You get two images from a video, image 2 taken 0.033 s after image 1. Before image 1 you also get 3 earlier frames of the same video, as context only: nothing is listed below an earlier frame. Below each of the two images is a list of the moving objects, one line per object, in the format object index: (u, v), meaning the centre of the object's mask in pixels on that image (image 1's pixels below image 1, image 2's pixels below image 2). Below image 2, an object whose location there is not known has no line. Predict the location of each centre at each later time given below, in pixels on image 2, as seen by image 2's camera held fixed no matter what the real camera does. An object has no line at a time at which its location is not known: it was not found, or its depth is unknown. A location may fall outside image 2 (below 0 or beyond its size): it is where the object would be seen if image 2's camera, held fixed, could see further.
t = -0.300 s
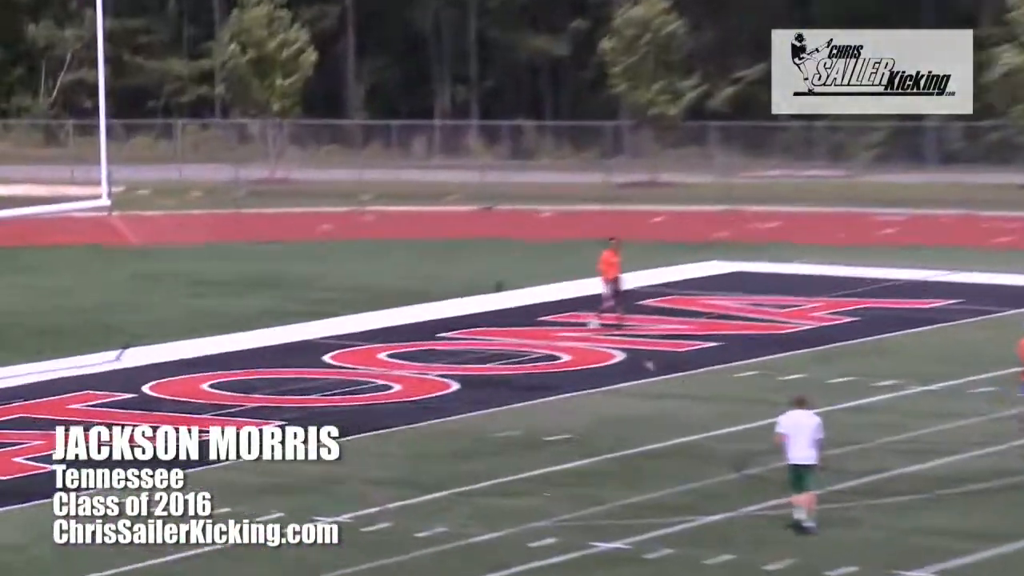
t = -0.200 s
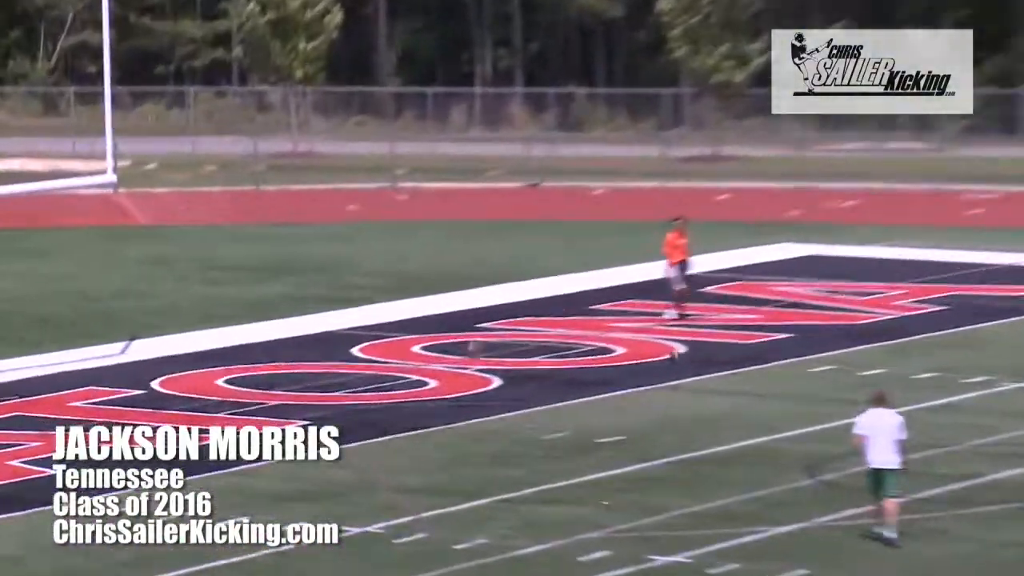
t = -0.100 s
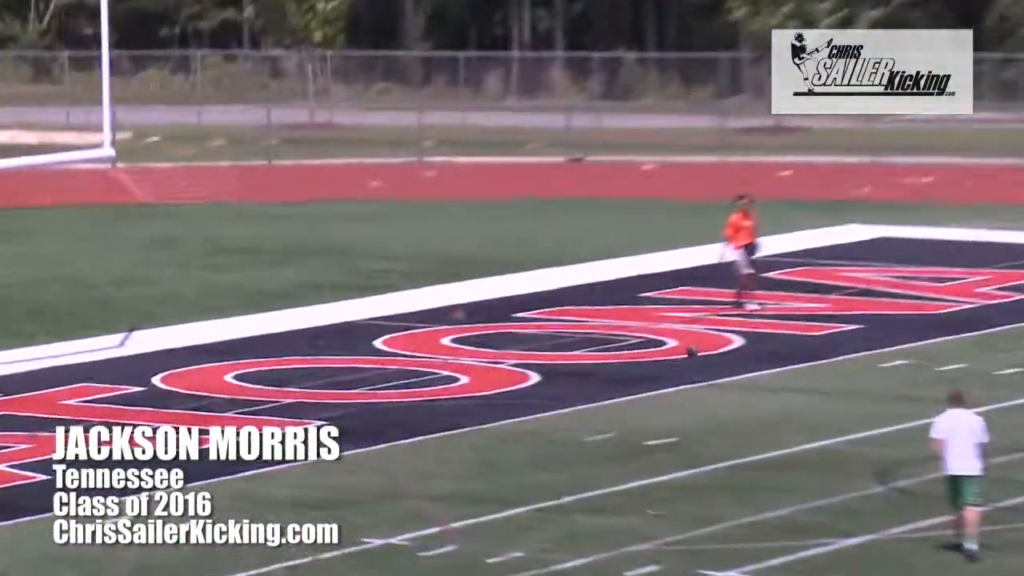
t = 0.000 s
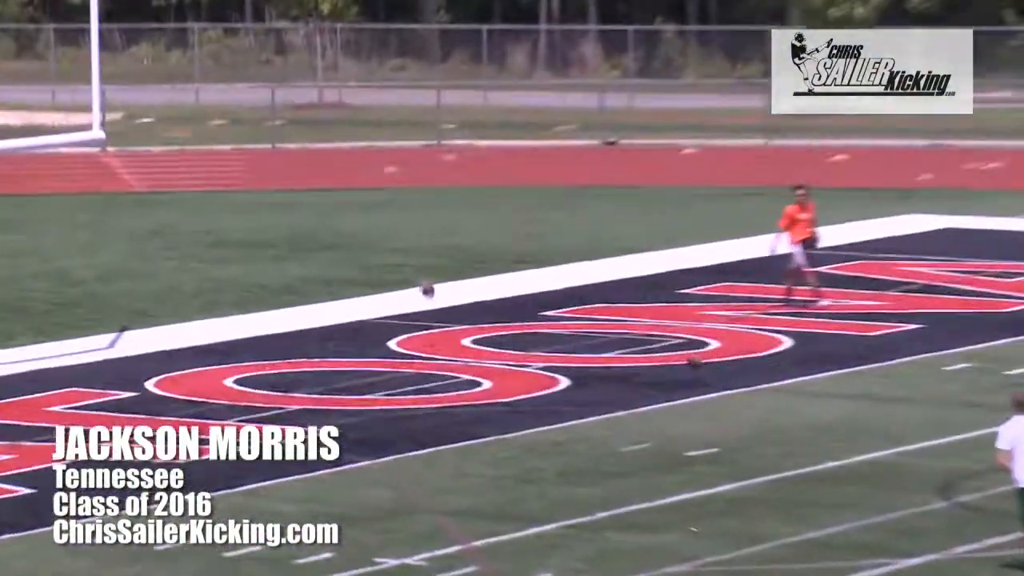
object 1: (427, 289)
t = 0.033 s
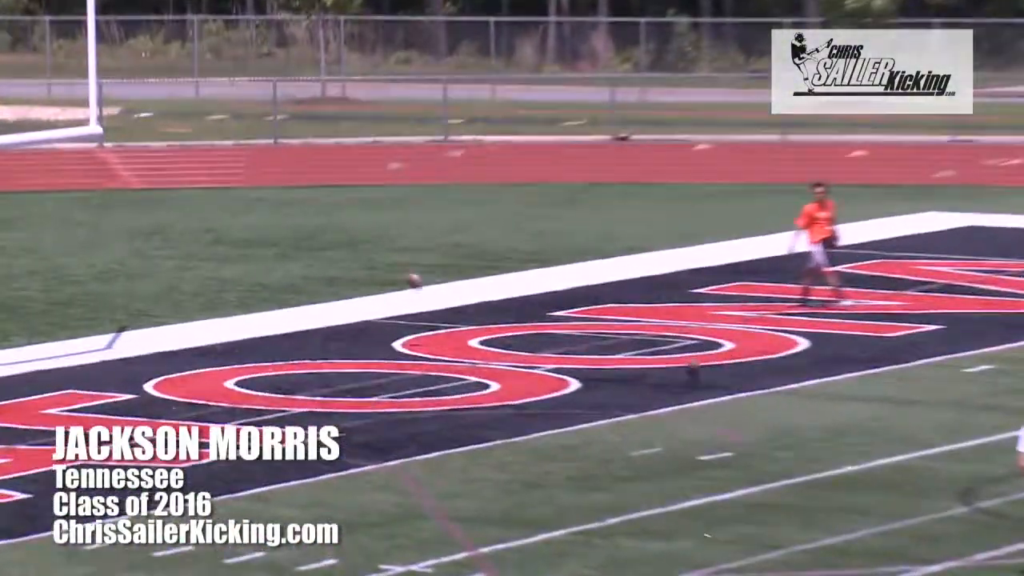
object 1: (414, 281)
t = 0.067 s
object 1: (396, 274)
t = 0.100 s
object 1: (378, 270)
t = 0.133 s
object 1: (360, 265)
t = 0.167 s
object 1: (346, 261)
